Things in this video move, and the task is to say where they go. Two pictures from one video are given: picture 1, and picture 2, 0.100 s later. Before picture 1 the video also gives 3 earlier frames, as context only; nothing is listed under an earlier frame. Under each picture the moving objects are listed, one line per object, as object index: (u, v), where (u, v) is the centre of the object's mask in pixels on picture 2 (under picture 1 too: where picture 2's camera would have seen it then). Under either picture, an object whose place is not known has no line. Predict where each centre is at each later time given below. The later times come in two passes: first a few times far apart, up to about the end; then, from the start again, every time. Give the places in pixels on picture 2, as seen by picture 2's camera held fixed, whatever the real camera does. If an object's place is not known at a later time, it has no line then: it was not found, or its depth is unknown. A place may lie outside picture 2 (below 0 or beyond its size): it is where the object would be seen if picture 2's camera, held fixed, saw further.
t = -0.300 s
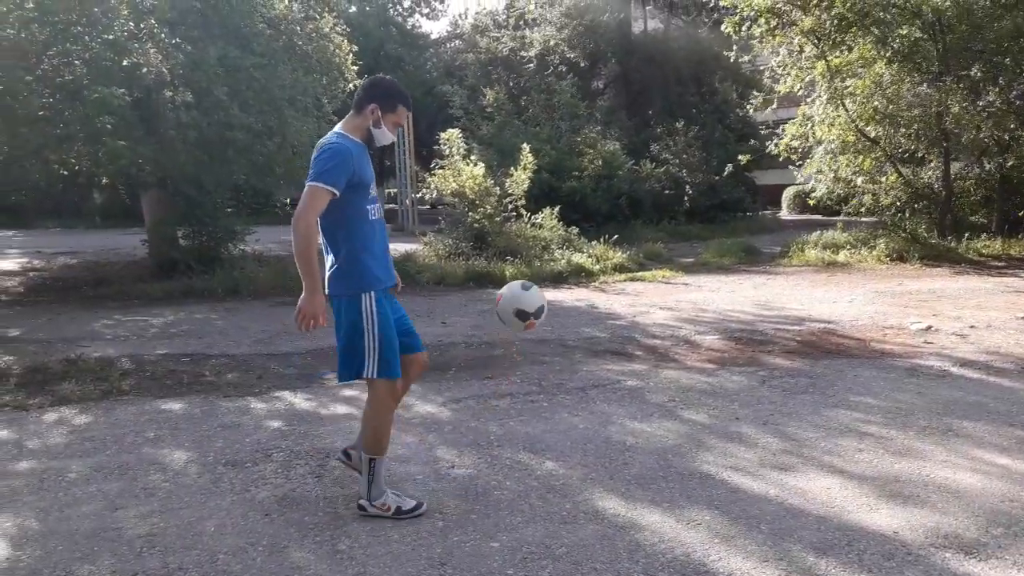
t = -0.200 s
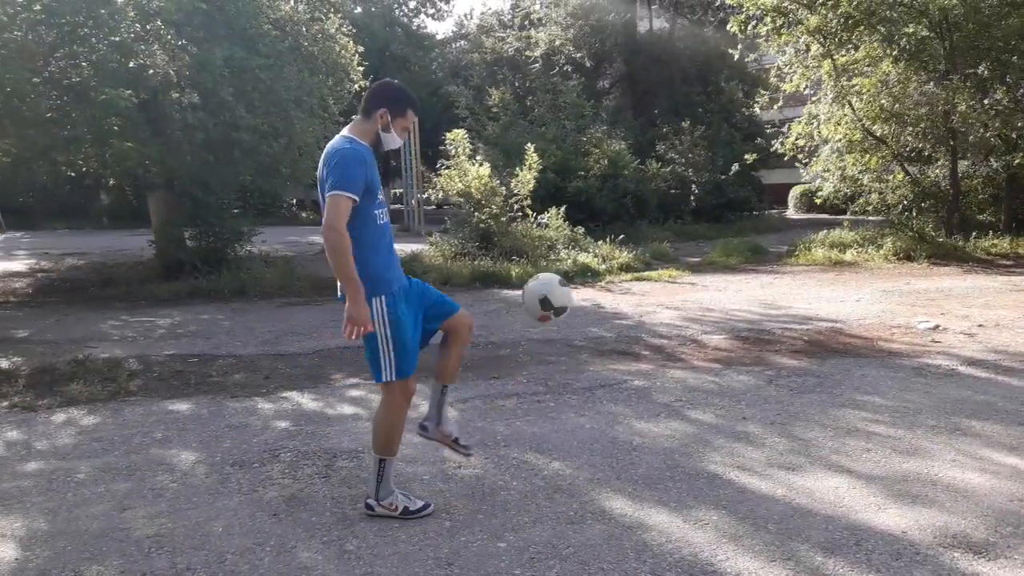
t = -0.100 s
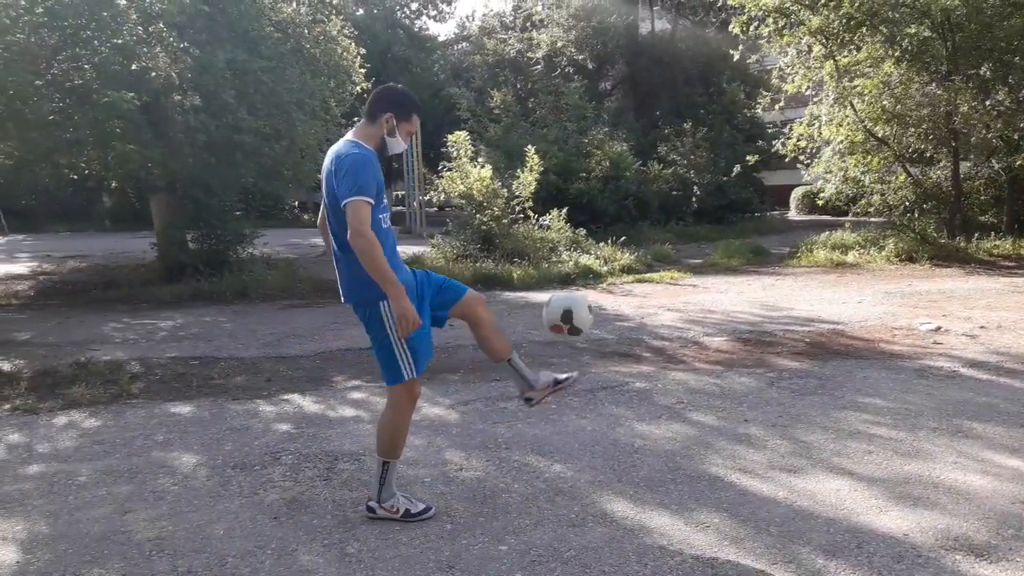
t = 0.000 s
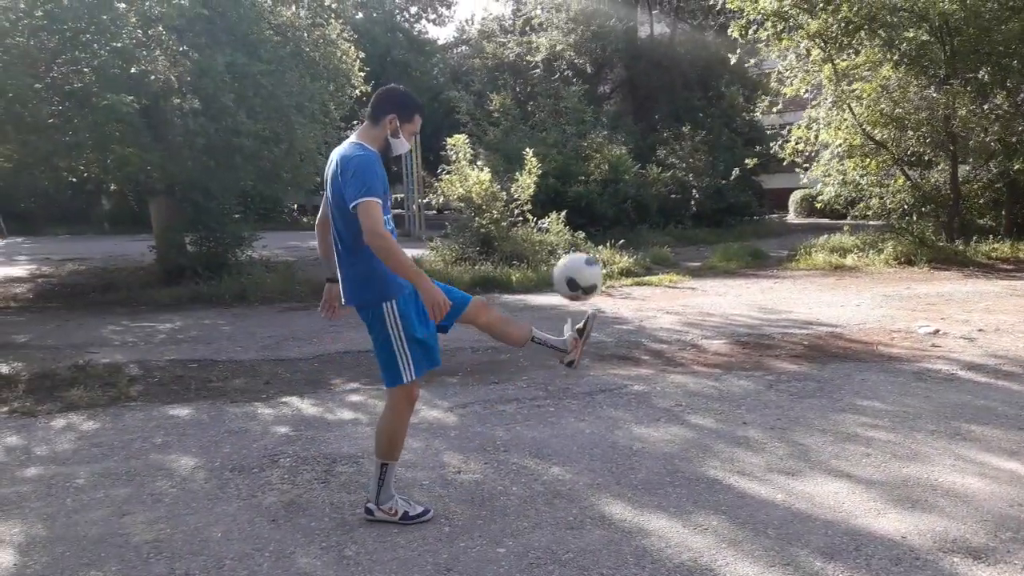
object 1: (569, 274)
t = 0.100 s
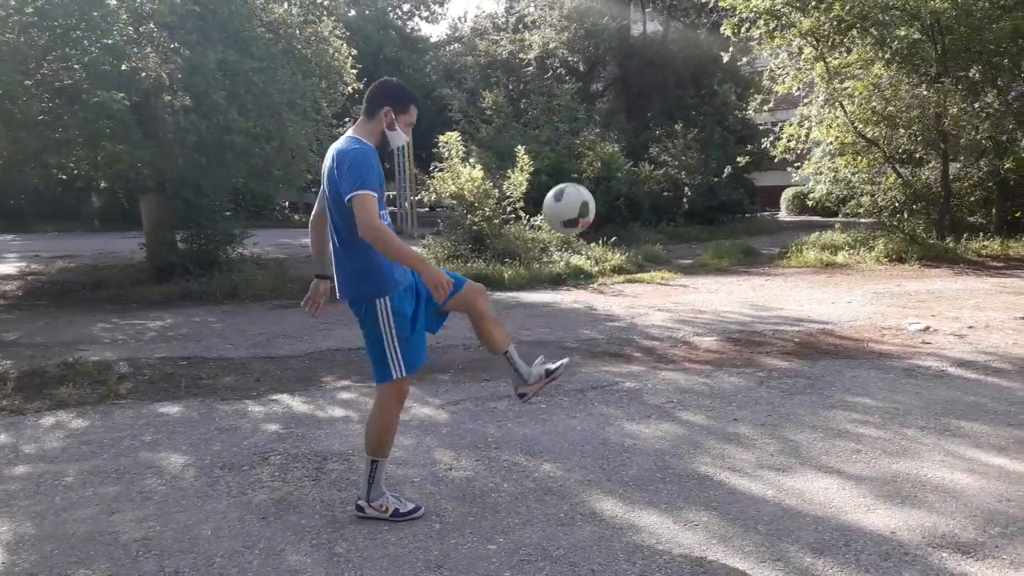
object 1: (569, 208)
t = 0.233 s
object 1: (569, 149)
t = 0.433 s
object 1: (571, 135)
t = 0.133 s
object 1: (569, 190)
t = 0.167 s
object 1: (569, 175)
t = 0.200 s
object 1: (569, 161)
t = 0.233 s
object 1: (569, 149)
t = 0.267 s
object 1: (569, 140)
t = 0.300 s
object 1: (569, 133)
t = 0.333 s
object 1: (569, 129)
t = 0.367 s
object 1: (570, 129)
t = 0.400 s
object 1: (570, 130)
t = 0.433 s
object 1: (571, 135)
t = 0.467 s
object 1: (572, 143)
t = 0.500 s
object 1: (573, 154)
